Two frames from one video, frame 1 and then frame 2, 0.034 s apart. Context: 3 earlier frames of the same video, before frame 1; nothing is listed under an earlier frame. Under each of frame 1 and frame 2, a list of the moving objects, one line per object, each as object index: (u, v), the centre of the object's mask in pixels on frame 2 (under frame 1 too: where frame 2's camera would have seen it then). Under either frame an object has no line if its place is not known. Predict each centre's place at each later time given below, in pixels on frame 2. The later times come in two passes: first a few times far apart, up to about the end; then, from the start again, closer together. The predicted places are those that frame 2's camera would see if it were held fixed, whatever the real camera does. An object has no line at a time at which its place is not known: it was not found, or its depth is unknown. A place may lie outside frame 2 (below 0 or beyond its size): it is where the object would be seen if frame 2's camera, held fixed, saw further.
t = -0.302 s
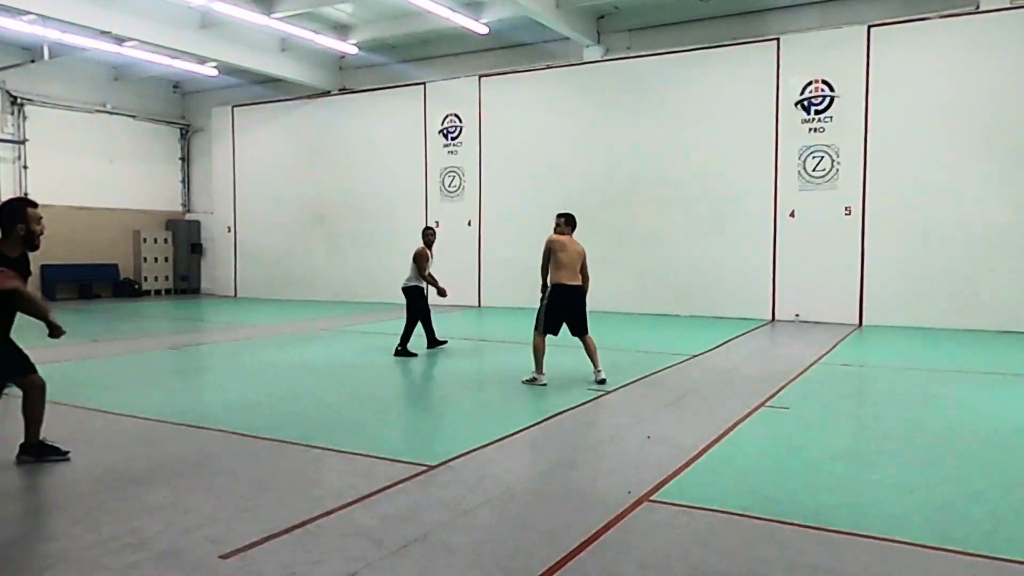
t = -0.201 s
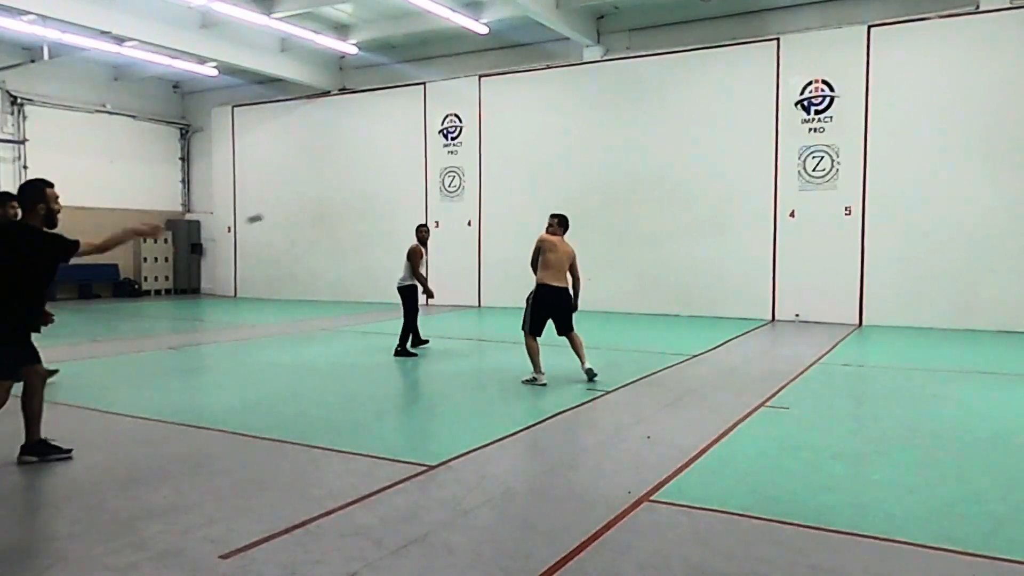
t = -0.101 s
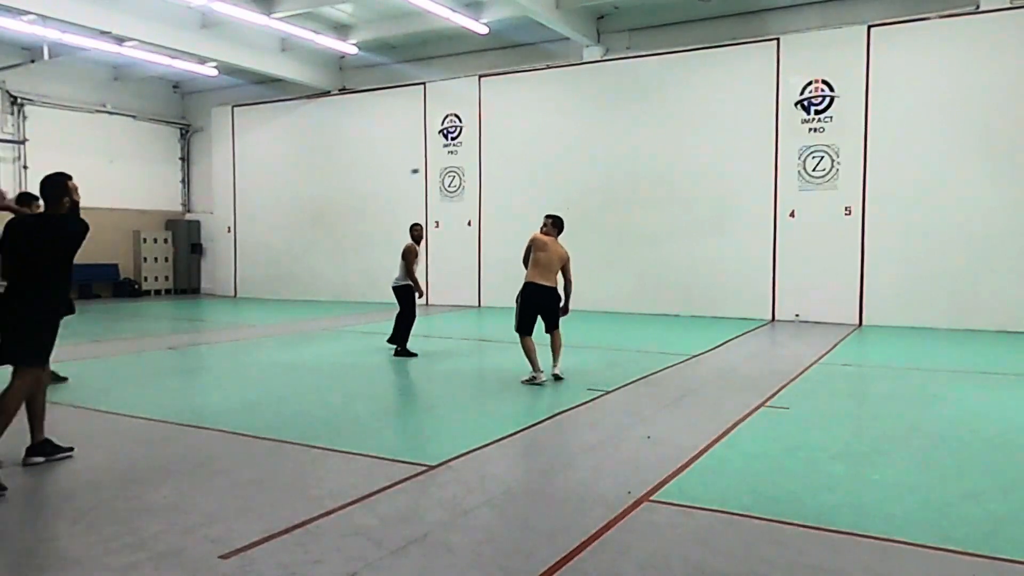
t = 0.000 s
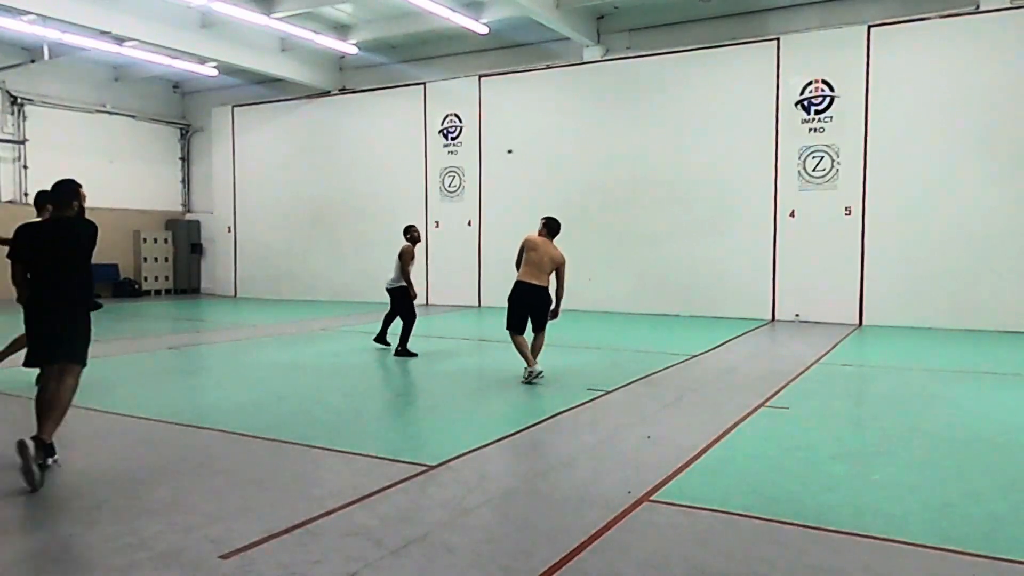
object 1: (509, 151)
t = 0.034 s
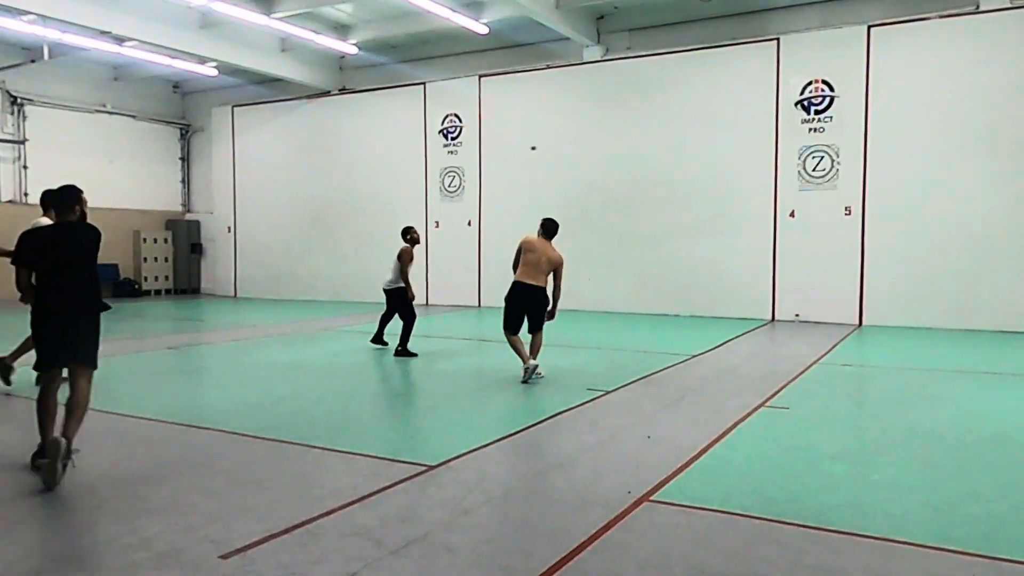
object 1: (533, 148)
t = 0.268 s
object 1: (642, 152)
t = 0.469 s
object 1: (655, 166)
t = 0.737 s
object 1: (577, 213)
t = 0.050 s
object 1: (544, 147)
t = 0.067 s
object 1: (554, 146)
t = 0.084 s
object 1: (563, 146)
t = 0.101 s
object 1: (572, 145)
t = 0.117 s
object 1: (581, 145)
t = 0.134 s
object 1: (589, 145)
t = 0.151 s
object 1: (597, 146)
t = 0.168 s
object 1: (604, 146)
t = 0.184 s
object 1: (611, 147)
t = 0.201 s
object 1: (618, 147)
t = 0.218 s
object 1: (624, 148)
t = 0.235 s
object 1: (630, 149)
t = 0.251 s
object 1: (636, 150)
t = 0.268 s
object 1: (642, 152)
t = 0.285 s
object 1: (647, 153)
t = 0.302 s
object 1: (653, 154)
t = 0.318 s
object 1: (658, 156)
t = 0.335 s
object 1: (662, 158)
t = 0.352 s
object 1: (667, 159)
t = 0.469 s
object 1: (655, 166)
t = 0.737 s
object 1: (577, 213)
